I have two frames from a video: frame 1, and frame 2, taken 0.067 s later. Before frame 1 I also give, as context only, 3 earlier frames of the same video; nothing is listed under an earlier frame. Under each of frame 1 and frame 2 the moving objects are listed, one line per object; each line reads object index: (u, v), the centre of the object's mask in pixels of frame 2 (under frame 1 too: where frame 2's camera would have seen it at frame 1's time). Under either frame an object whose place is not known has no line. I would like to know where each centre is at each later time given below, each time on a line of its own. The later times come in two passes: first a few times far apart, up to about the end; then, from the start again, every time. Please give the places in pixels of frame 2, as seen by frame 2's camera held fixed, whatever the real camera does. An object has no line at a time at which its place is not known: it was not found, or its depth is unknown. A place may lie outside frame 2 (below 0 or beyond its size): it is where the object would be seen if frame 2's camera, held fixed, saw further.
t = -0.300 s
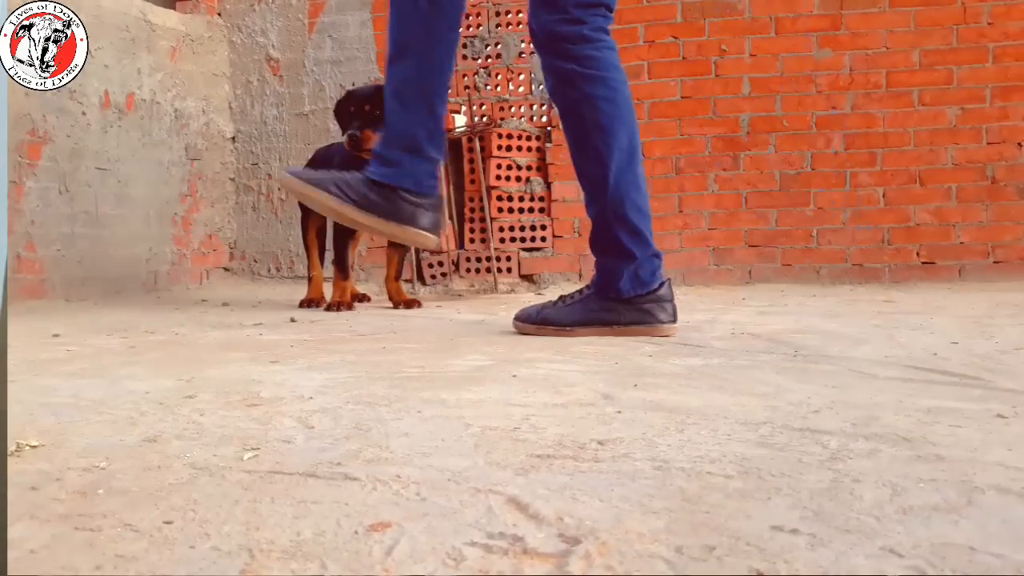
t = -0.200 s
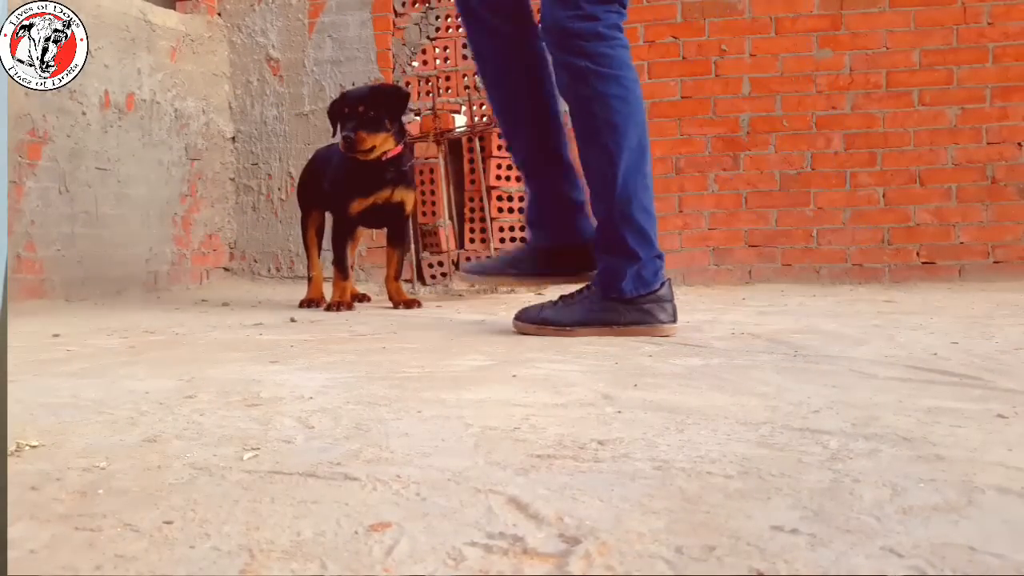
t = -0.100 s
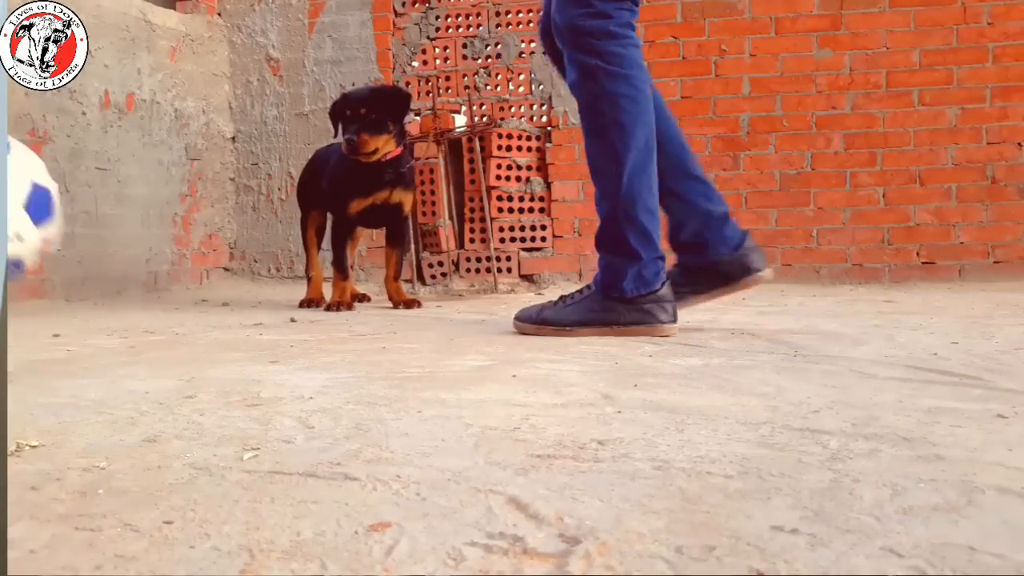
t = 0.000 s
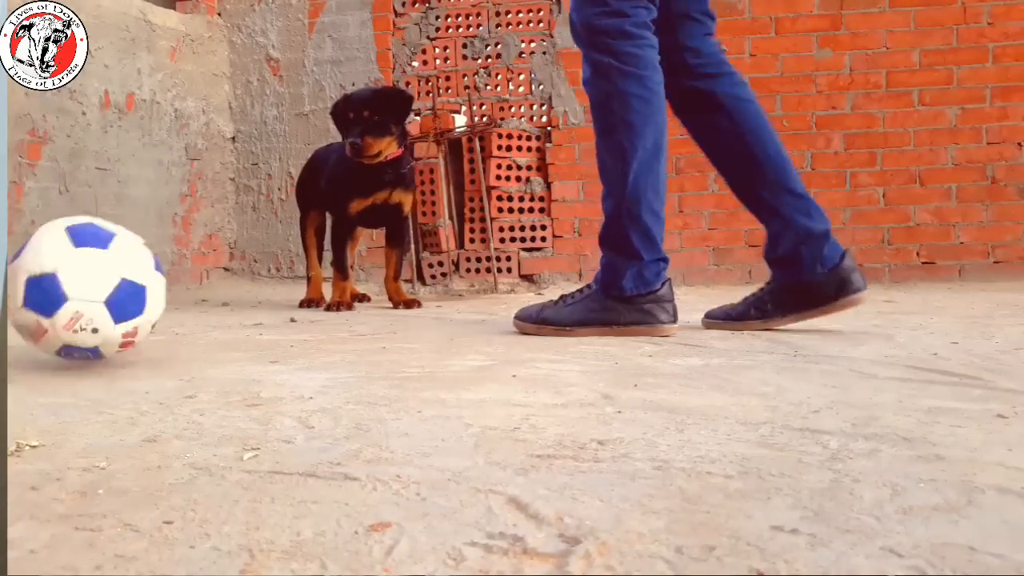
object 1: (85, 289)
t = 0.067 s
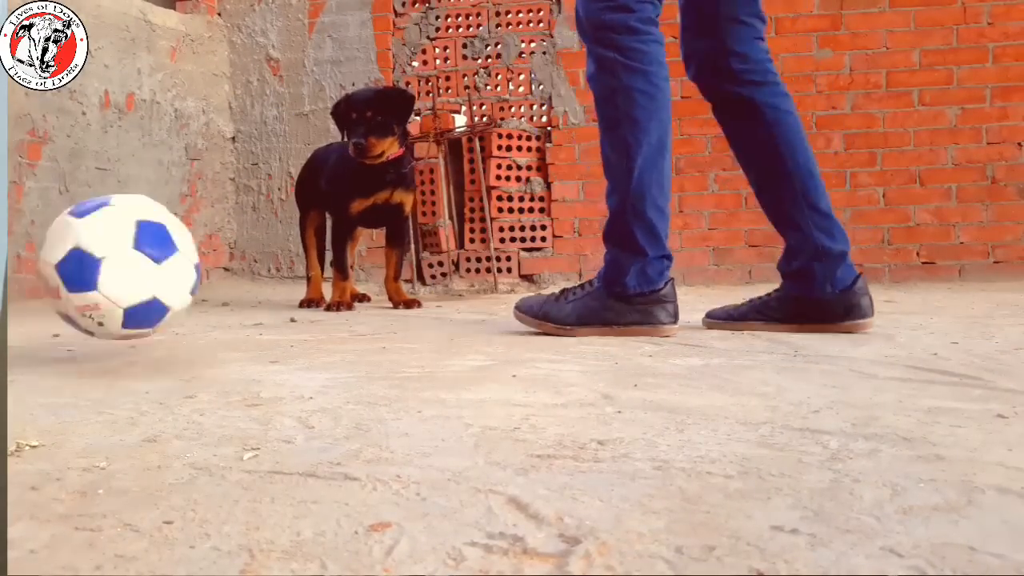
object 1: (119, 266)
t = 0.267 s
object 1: (237, 291)
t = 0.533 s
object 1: (381, 292)
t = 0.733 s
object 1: (473, 289)
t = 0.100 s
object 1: (138, 266)
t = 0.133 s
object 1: (158, 273)
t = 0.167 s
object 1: (177, 289)
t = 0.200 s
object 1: (198, 297)
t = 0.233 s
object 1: (217, 291)
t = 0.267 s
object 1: (237, 291)
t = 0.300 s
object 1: (257, 297)
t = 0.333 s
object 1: (277, 293)
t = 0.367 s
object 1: (295, 292)
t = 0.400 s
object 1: (314, 292)
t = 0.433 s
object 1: (333, 295)
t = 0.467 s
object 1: (349, 293)
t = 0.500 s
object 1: (366, 291)
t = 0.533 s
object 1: (381, 292)
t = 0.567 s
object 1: (397, 290)
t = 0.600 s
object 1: (412, 289)
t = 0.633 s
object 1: (428, 290)
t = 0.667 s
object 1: (443, 289)
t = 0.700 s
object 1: (458, 289)
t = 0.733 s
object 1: (473, 289)
